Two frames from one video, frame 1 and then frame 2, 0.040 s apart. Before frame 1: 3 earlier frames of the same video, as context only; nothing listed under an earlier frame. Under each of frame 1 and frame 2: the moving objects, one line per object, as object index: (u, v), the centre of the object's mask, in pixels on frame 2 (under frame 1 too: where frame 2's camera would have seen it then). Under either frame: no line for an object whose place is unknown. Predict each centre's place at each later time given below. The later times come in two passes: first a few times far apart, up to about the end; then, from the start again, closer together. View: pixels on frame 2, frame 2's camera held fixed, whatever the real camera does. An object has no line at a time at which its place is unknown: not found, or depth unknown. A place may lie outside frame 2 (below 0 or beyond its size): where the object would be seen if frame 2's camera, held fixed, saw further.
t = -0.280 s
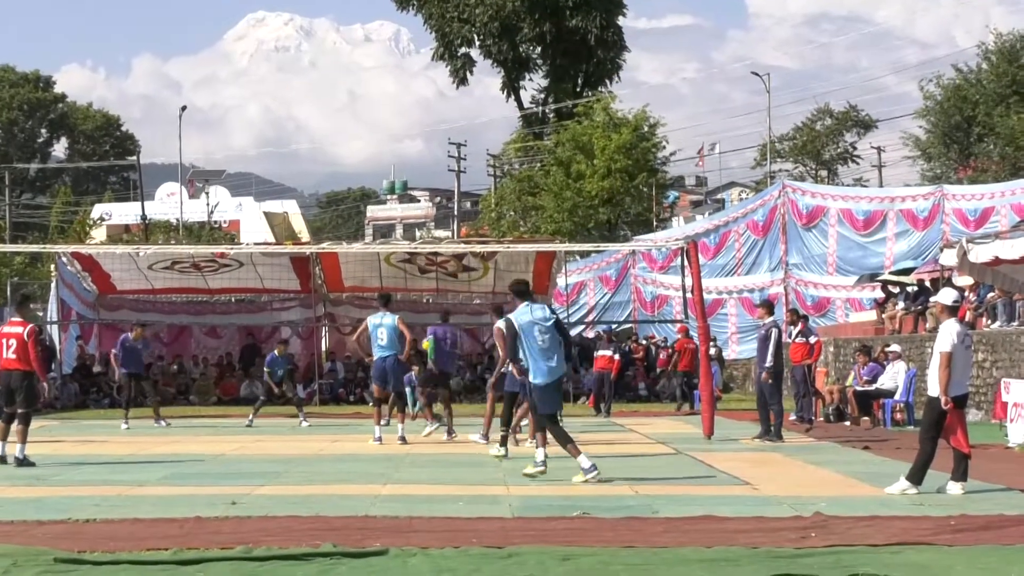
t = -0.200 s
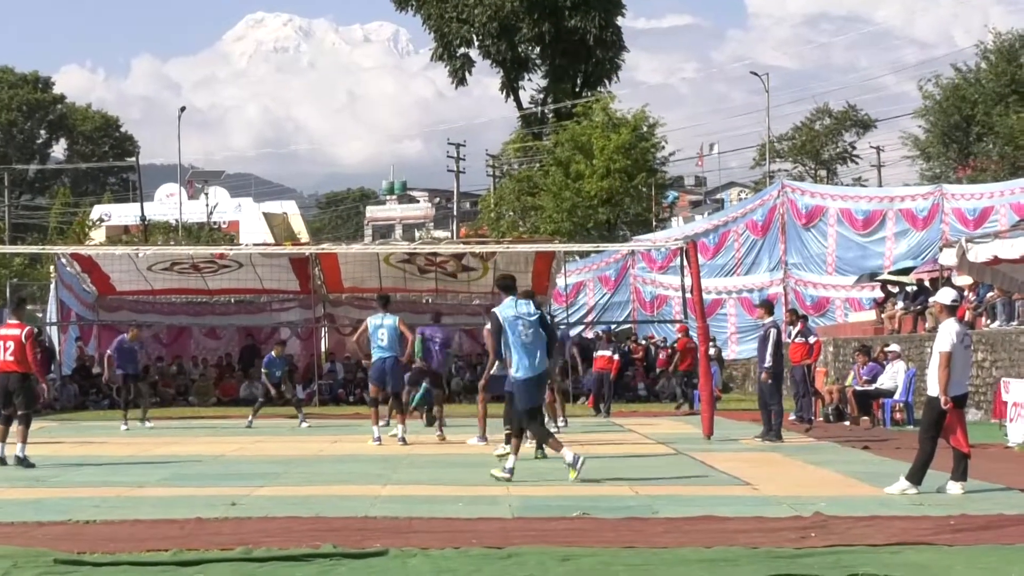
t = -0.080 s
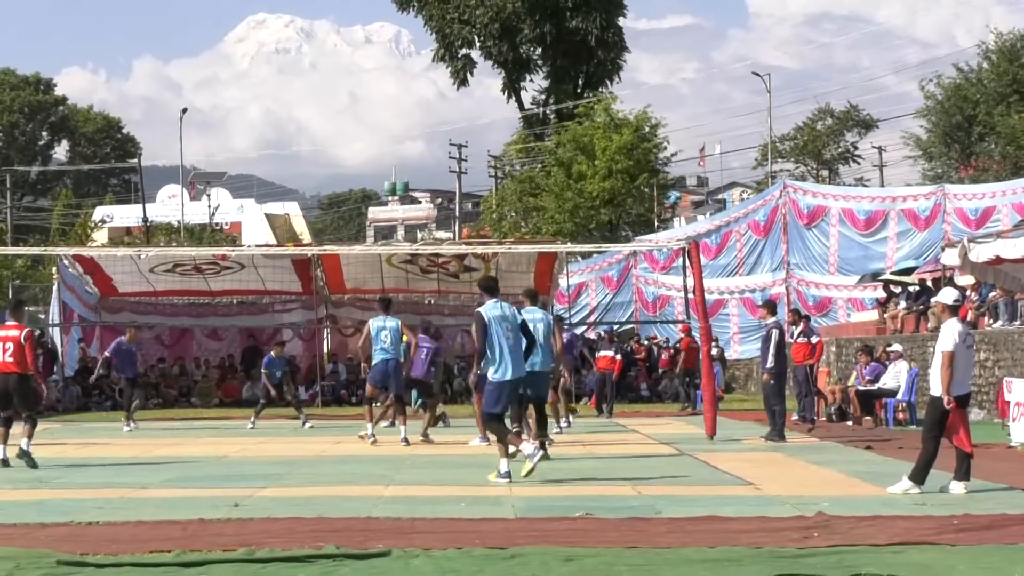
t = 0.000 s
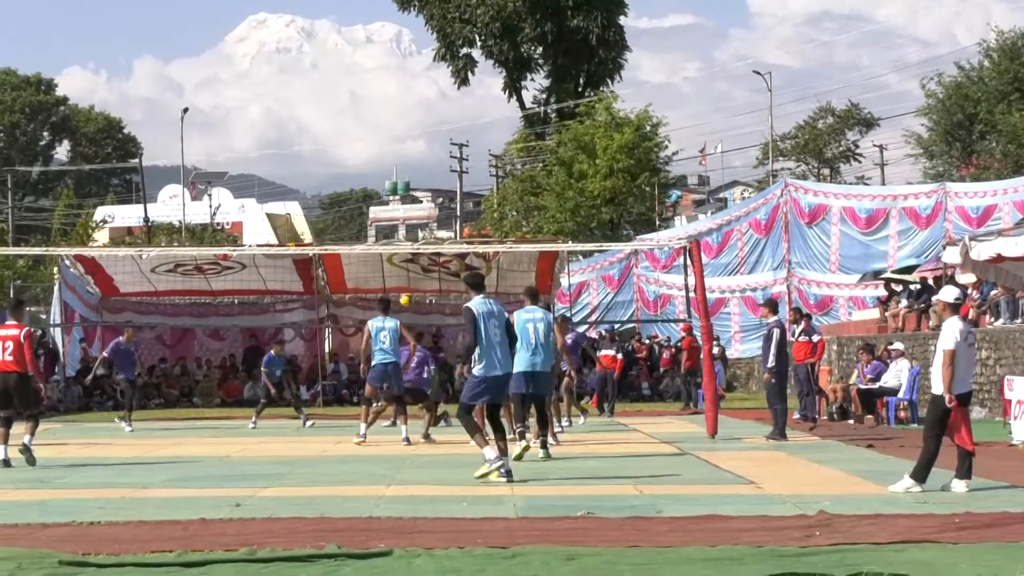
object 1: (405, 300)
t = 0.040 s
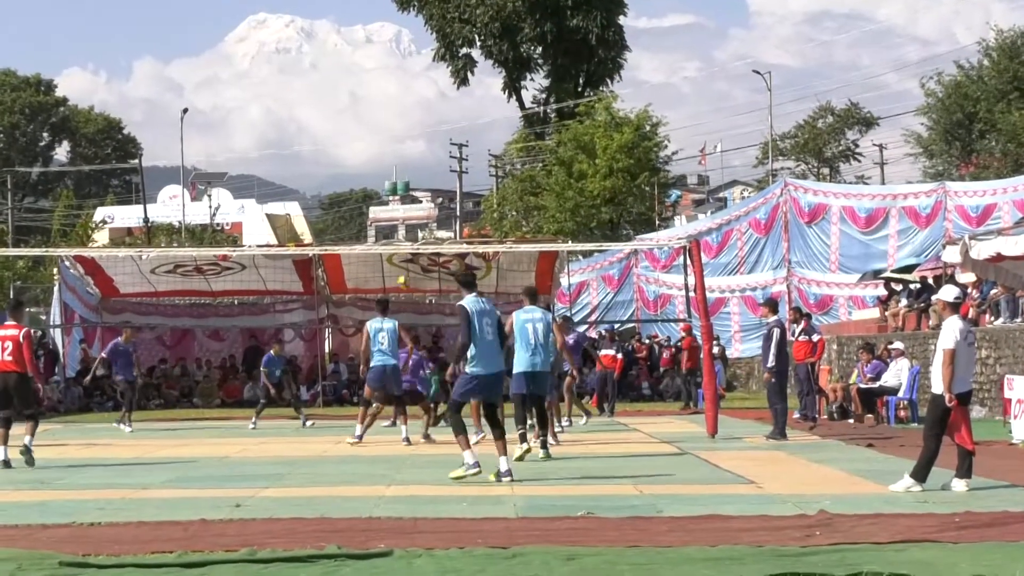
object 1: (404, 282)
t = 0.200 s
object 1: (396, 220)
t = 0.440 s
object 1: (382, 156)
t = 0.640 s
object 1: (370, 130)
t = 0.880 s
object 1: (355, 133)
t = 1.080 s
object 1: (343, 166)
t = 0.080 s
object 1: (402, 266)
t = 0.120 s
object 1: (399, 244)
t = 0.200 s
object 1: (396, 220)
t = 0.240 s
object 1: (394, 207)
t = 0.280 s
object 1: (391, 195)
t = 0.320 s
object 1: (390, 184)
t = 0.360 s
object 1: (387, 173)
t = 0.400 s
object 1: (384, 165)
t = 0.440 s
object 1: (382, 156)
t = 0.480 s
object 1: (380, 149)
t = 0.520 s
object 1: (378, 143)
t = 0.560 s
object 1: (375, 137)
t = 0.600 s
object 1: (373, 133)
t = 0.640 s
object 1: (370, 130)
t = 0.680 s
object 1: (368, 128)
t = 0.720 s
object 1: (365, 127)
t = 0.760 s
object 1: (363, 127)
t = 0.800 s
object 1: (361, 127)
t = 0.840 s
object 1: (358, 130)
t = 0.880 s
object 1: (355, 133)
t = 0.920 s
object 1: (353, 137)
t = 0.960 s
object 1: (351, 143)
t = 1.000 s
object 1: (348, 149)
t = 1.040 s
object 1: (346, 158)
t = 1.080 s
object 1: (343, 166)
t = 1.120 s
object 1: (341, 176)
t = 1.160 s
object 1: (338, 188)
